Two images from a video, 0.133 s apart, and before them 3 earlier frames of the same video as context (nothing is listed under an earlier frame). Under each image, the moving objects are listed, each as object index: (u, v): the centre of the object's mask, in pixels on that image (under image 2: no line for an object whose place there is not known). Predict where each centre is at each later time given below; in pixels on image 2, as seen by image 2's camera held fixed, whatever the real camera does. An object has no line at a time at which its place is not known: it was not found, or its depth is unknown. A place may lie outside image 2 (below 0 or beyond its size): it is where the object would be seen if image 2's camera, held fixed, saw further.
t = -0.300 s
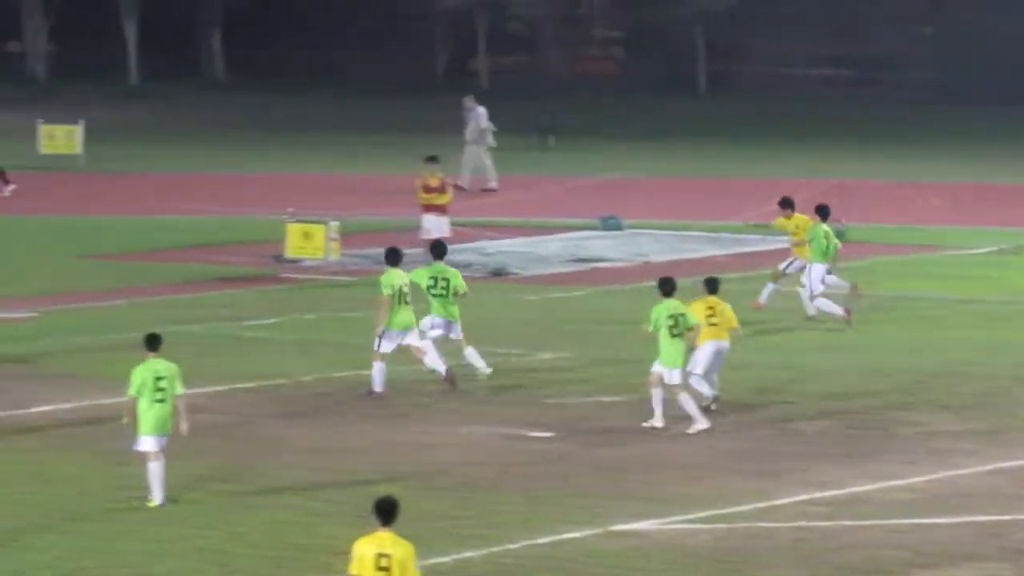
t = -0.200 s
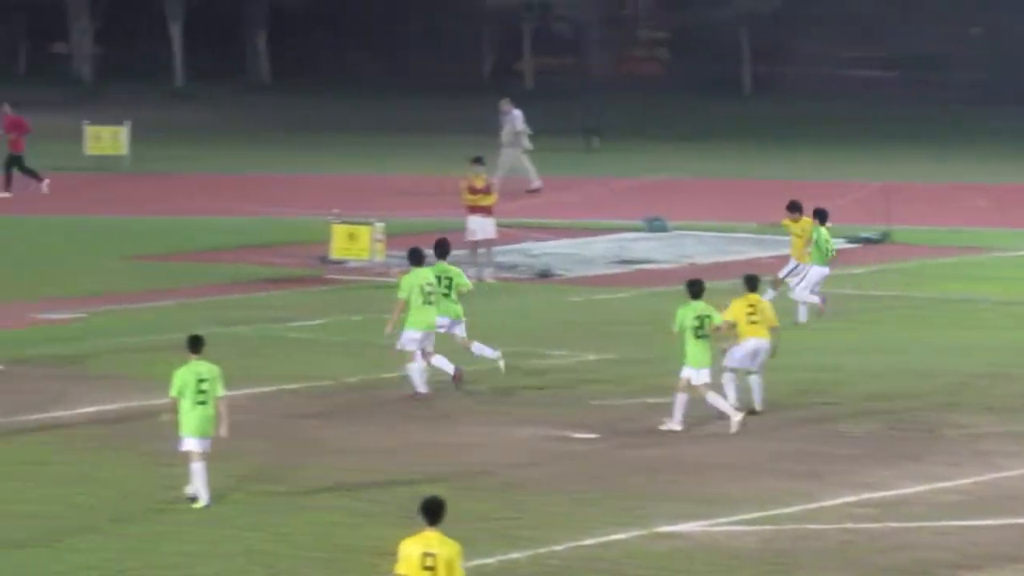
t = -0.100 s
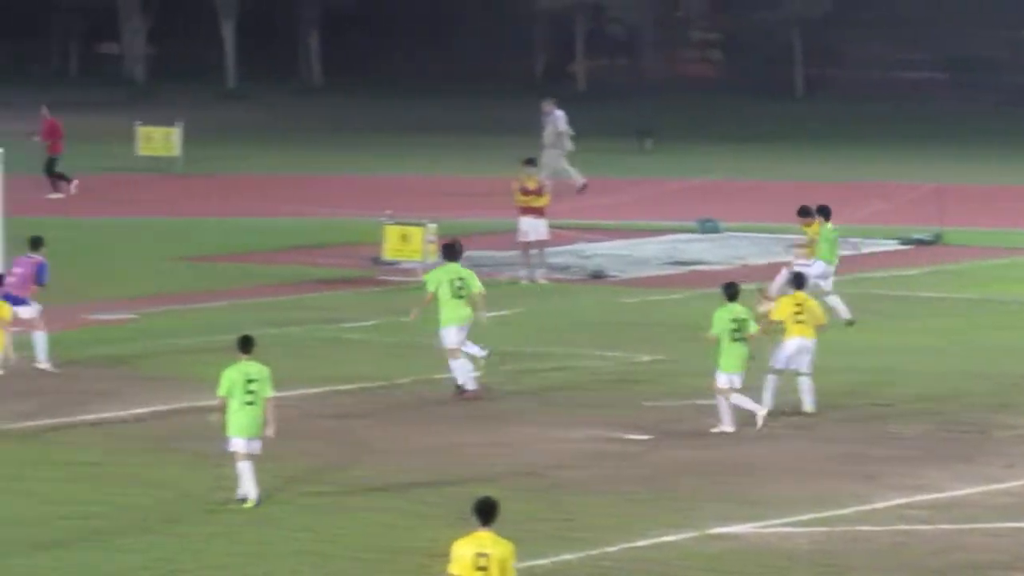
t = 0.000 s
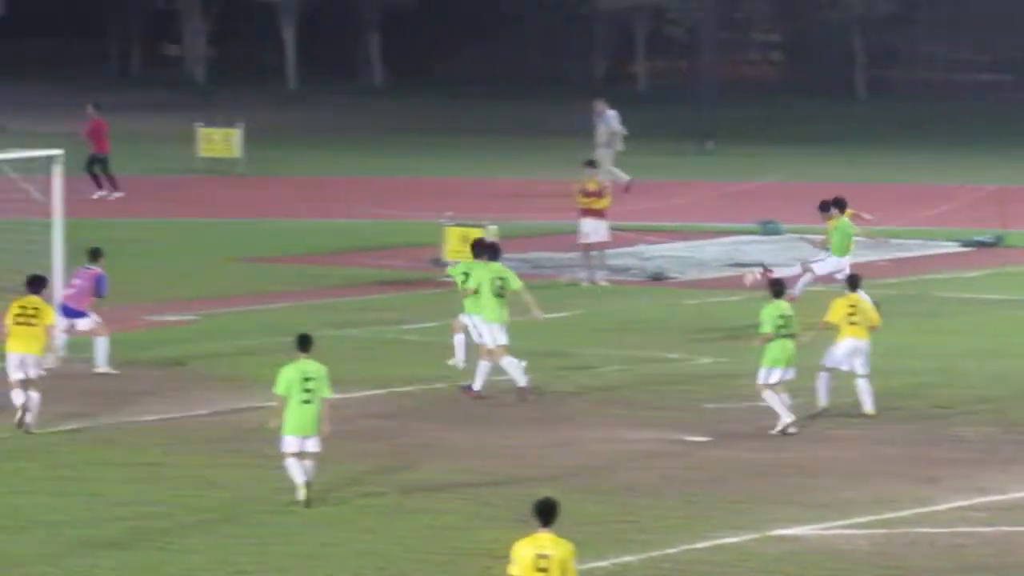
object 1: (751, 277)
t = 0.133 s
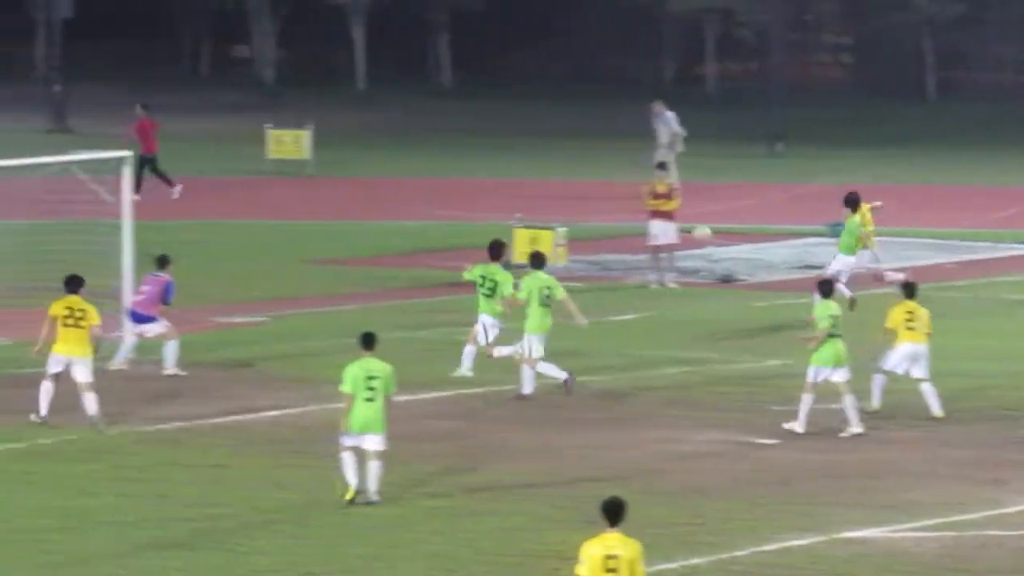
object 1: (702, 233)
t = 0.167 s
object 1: (675, 223)
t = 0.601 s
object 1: (311, 141)
